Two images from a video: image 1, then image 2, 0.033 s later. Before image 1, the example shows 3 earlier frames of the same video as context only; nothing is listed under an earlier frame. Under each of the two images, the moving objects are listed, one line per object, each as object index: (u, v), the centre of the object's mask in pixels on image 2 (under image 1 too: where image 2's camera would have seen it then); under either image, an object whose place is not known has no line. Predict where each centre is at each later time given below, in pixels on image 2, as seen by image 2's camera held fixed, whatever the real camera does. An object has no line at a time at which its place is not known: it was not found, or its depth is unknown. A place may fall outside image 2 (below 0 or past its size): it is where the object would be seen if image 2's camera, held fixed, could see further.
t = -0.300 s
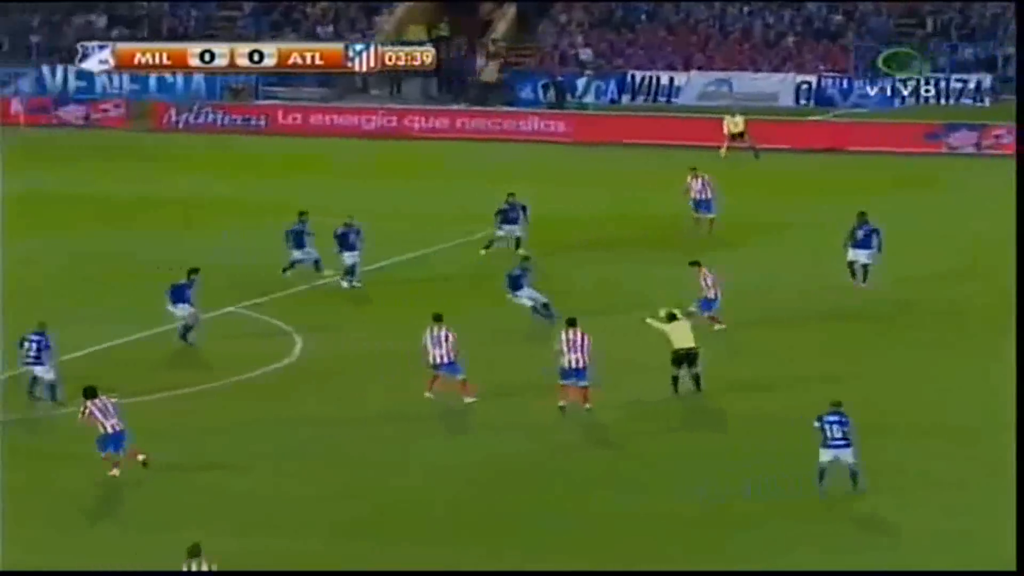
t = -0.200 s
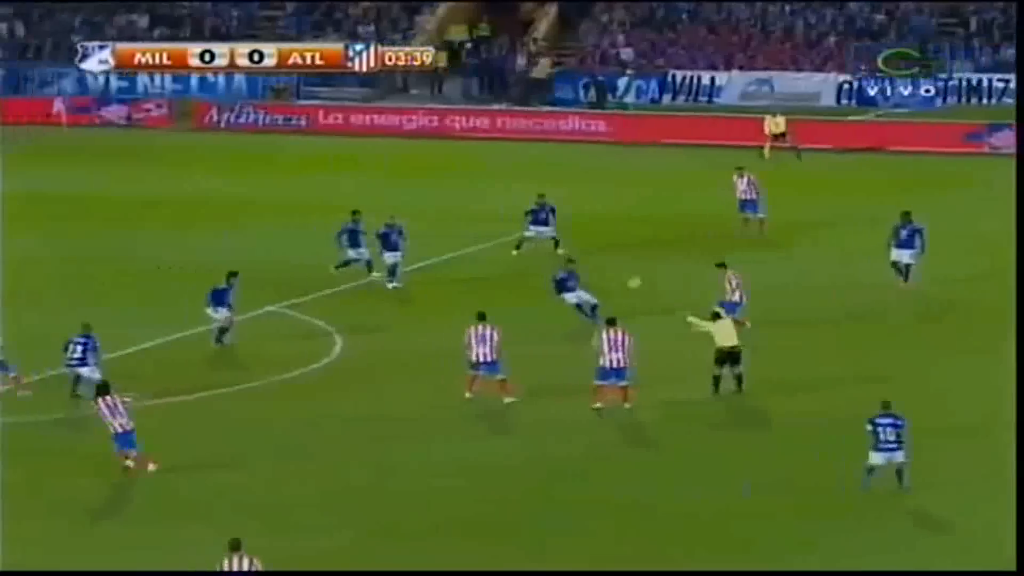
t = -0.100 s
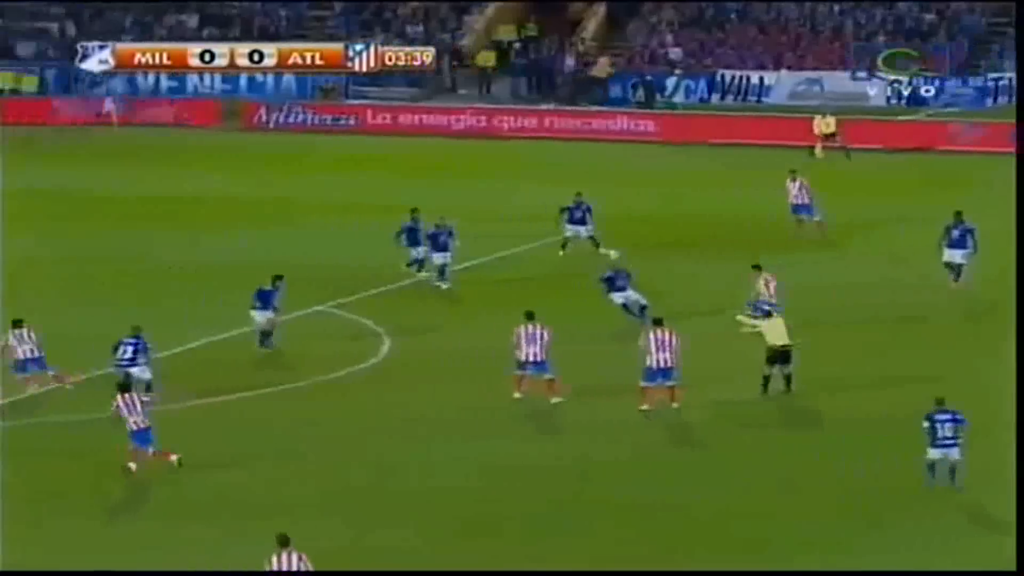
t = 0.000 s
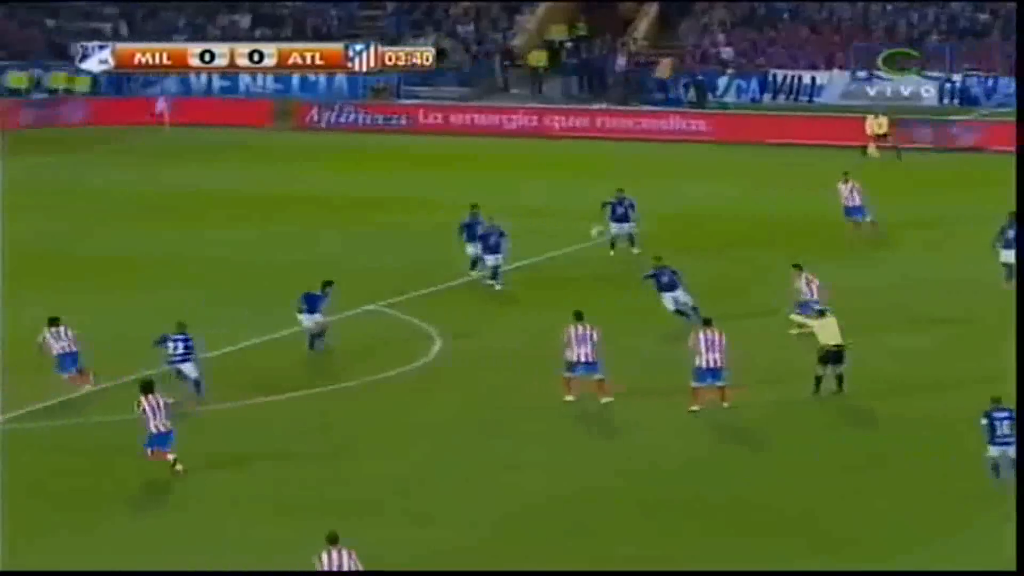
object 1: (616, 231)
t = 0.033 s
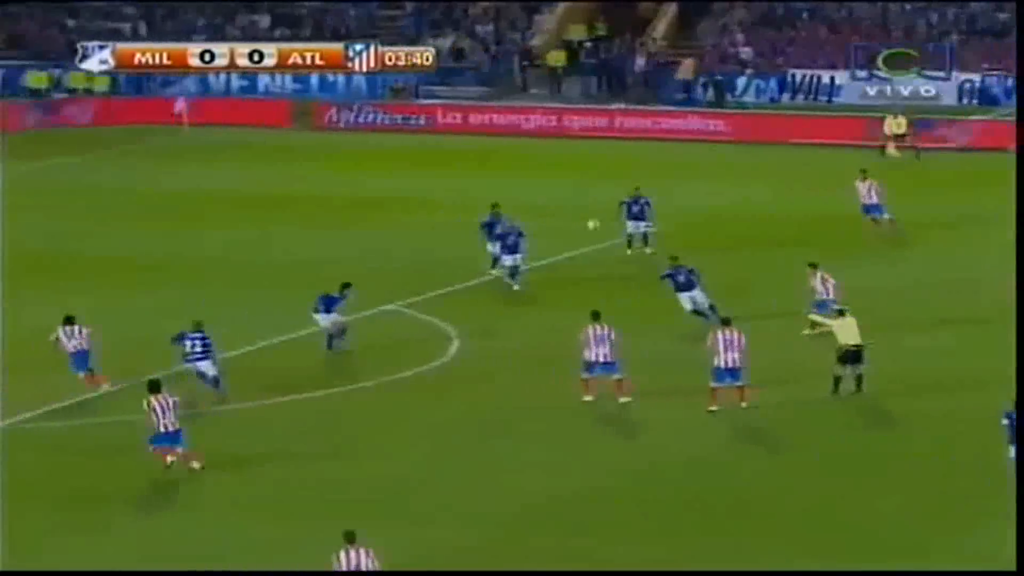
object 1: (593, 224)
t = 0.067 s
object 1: (571, 218)
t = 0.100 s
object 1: (549, 213)
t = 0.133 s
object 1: (525, 207)
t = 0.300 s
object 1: (422, 185)
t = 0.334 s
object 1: (402, 183)
